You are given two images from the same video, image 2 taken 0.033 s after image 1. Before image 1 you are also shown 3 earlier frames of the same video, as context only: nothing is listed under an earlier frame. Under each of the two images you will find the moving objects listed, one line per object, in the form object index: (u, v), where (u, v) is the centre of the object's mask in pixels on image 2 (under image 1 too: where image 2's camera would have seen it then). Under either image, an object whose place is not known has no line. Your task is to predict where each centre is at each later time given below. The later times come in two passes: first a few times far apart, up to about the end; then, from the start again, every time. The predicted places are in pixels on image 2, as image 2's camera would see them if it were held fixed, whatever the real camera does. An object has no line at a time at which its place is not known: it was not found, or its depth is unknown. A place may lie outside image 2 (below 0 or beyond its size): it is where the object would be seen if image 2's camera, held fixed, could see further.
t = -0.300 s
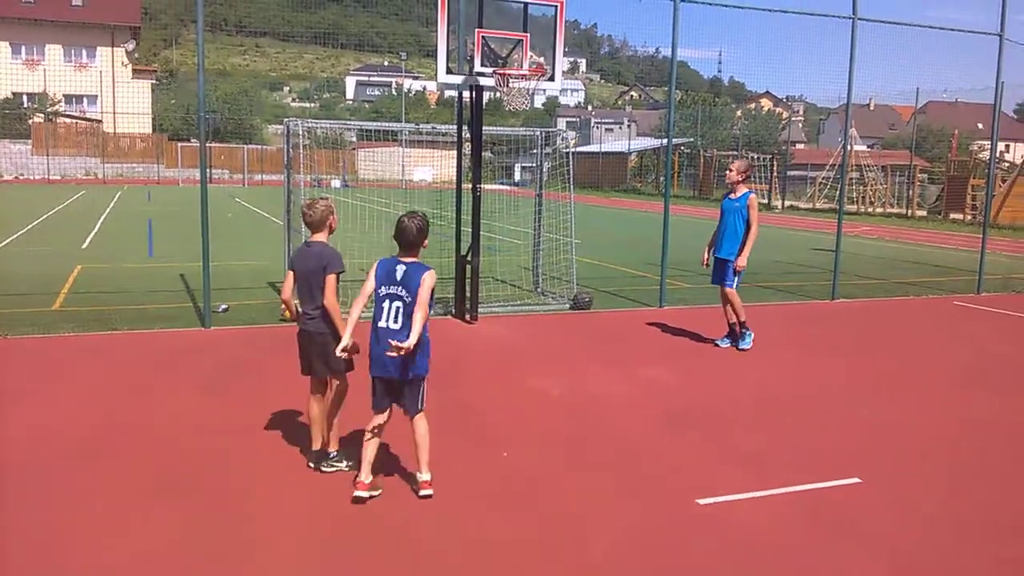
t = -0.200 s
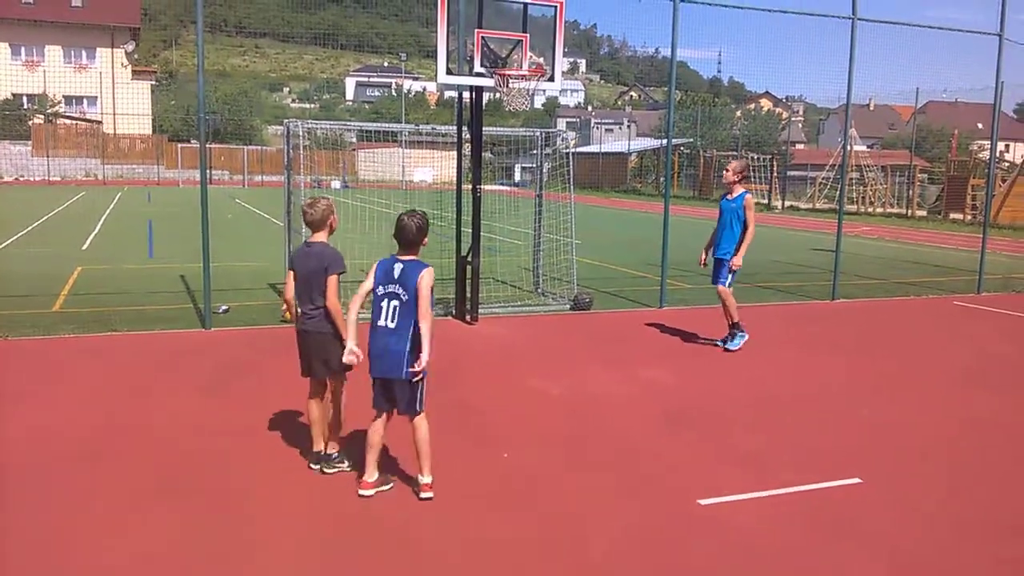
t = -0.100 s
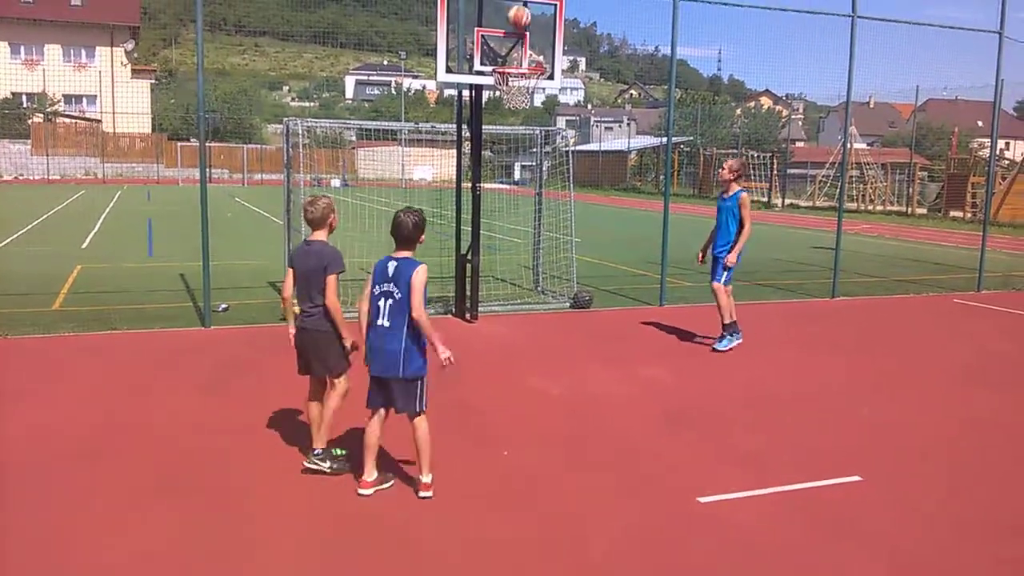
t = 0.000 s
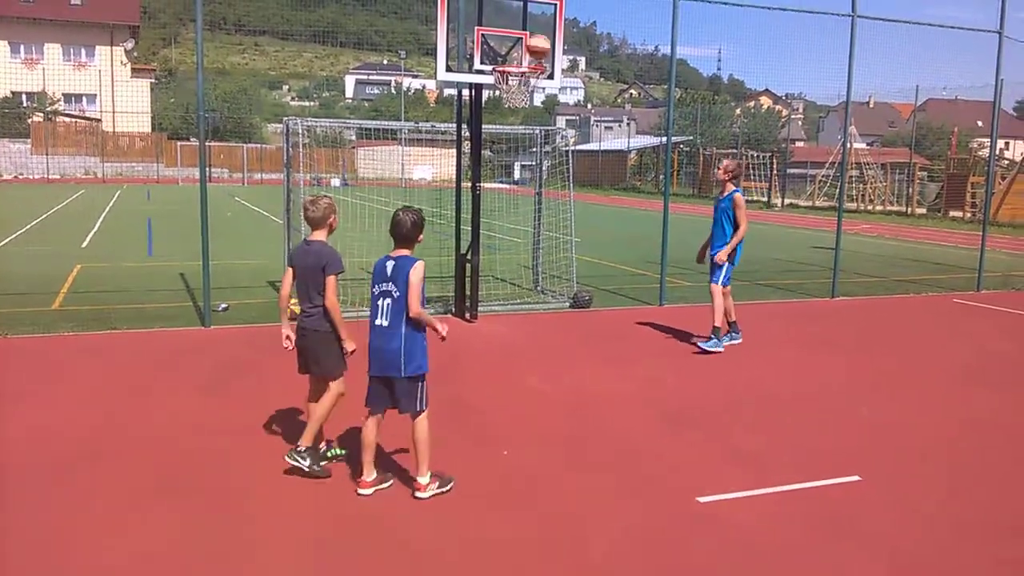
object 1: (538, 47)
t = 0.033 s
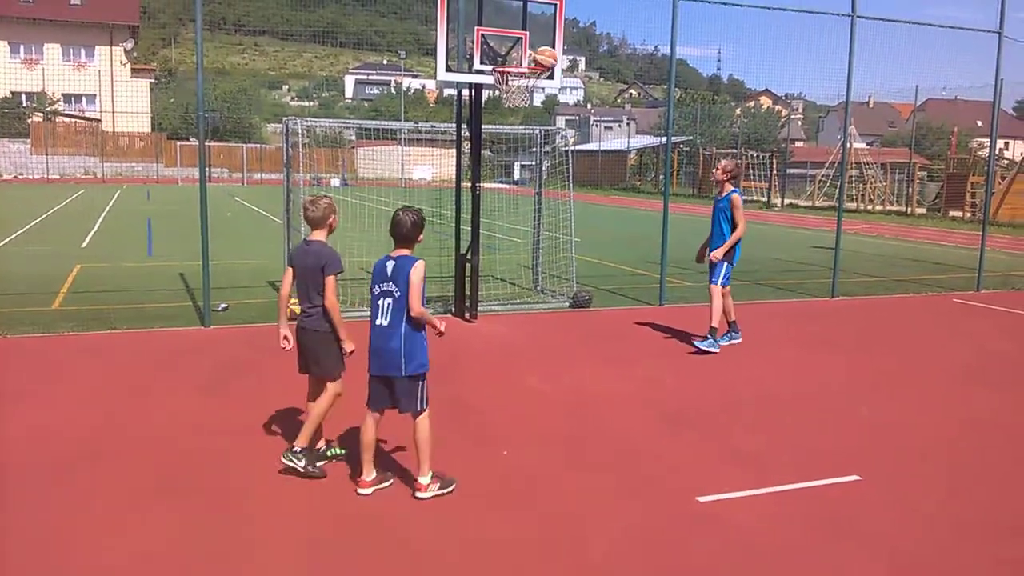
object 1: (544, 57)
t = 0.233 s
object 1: (591, 60)
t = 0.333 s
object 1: (615, 78)
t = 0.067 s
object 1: (550, 58)
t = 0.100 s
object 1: (561, 57)
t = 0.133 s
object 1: (568, 56)
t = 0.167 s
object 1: (576, 56)
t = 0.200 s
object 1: (583, 58)
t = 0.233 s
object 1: (591, 60)
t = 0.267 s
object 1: (599, 64)
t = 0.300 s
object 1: (608, 71)
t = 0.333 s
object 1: (615, 78)
